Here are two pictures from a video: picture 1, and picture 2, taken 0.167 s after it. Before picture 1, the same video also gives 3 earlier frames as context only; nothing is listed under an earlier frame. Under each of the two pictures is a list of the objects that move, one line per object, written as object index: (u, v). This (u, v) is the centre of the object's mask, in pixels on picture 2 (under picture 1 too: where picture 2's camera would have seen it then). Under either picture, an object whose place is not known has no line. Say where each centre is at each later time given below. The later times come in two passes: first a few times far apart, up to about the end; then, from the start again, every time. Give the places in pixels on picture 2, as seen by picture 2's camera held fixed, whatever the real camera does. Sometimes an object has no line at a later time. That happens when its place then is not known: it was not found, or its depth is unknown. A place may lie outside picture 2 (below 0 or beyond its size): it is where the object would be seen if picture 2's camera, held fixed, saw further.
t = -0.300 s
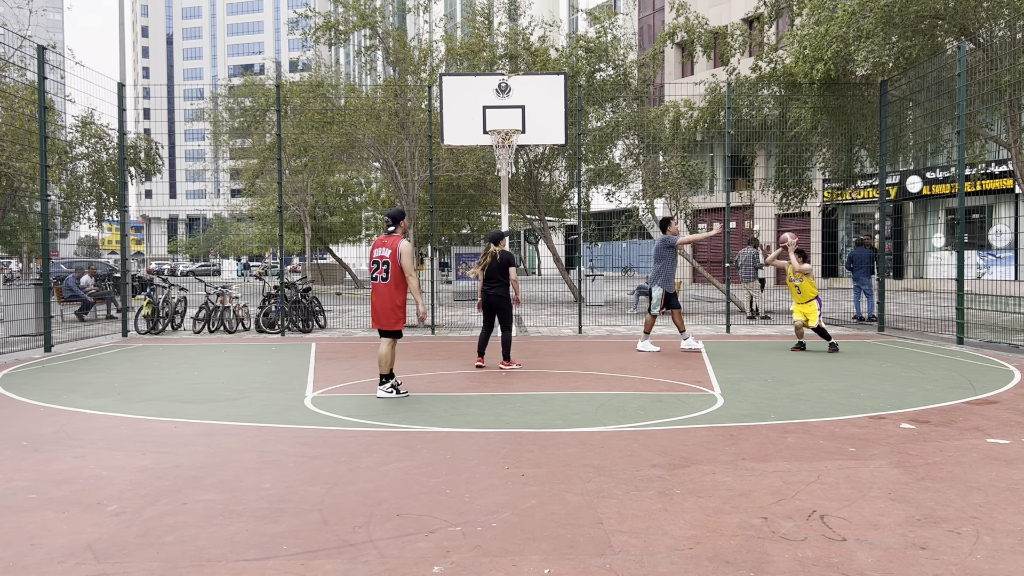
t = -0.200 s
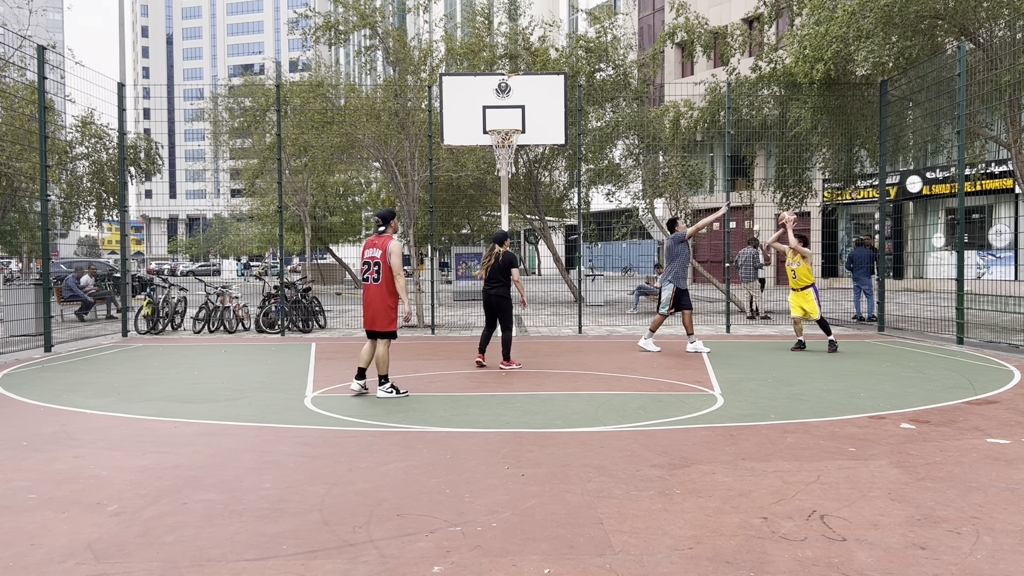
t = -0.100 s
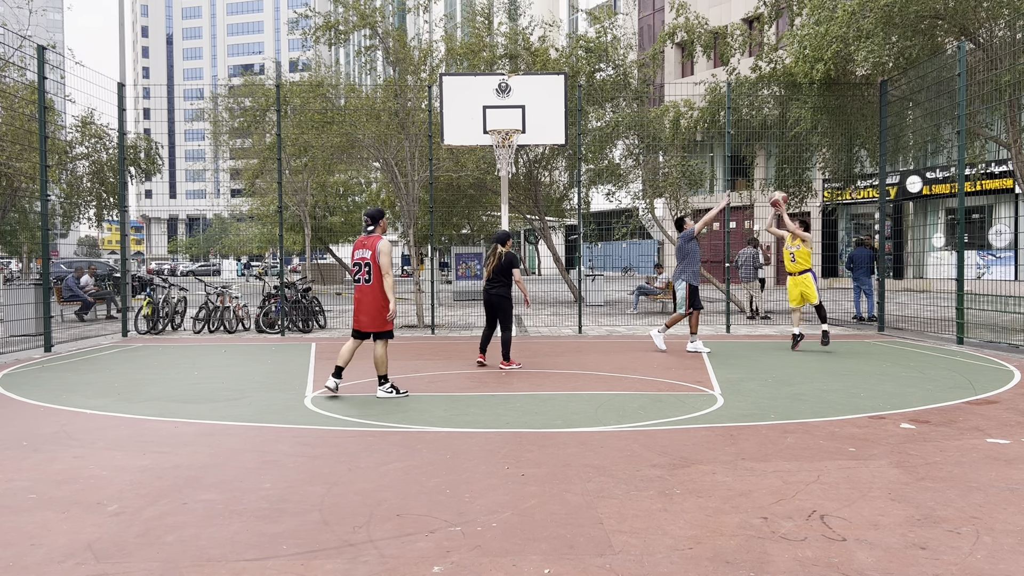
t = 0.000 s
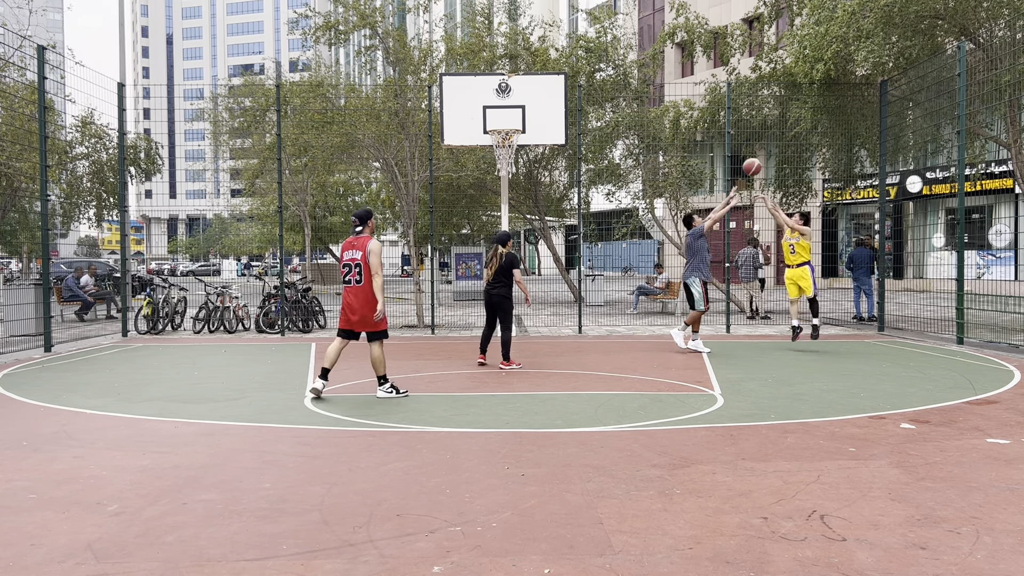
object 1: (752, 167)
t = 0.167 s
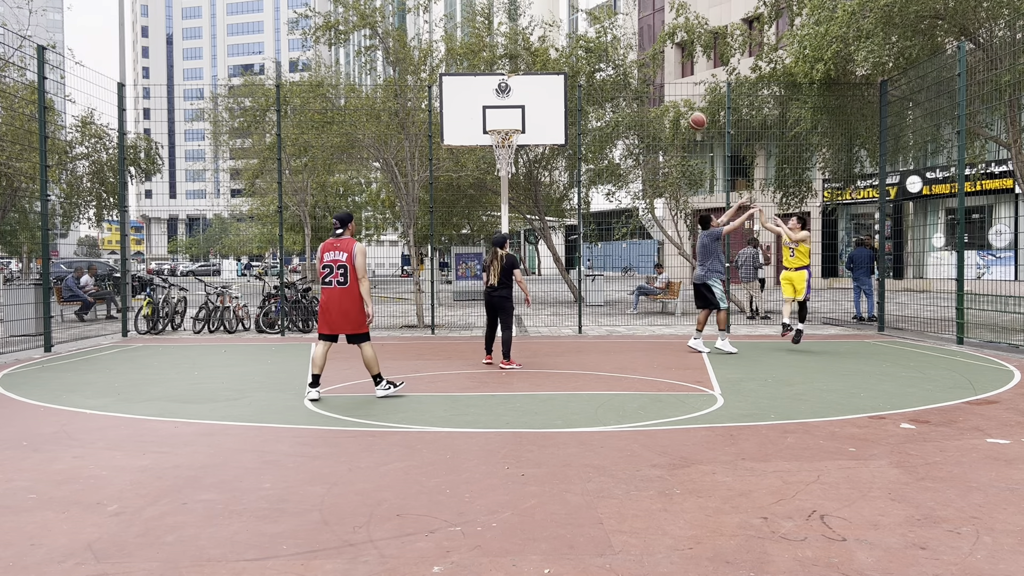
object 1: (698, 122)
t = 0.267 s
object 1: (666, 104)
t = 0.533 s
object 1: (582, 92)
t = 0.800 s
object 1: (502, 125)
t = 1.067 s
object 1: (511, 145)
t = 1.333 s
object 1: (512, 151)
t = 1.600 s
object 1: (499, 164)
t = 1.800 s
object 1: (498, 195)
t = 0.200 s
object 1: (687, 115)
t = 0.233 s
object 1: (677, 109)
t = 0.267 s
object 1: (666, 104)
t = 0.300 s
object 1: (656, 99)
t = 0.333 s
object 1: (645, 97)
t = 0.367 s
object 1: (635, 94)
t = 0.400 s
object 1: (624, 92)
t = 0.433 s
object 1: (614, 91)
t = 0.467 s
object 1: (603, 91)
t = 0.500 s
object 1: (593, 91)
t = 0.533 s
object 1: (582, 92)
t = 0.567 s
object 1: (572, 94)
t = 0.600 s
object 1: (562, 98)
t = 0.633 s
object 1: (552, 101)
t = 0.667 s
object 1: (541, 106)
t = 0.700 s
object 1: (531, 111)
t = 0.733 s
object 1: (521, 117)
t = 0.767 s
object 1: (511, 122)
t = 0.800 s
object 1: (502, 125)
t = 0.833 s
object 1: (499, 140)
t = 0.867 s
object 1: (498, 145)
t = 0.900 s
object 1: (499, 147)
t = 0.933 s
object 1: (501, 146)
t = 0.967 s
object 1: (503, 146)
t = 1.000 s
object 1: (506, 145)
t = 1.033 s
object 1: (508, 145)
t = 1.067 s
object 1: (511, 145)
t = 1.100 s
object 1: (512, 146)
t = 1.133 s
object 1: (513, 146)
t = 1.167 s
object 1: (514, 147)
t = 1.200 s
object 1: (514, 148)
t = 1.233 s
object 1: (514, 148)
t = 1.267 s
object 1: (513, 149)
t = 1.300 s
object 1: (511, 150)
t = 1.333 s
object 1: (512, 151)
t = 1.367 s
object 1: (506, 155)
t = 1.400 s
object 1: (503, 155)
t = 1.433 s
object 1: (501, 155)
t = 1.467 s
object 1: (501, 157)
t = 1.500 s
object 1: (500, 158)
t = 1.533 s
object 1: (498, 160)
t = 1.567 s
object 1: (498, 162)
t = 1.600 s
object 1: (499, 164)
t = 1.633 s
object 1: (497, 169)
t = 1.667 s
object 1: (497, 172)
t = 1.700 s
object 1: (498, 177)
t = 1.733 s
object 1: (498, 182)
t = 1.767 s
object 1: (498, 188)
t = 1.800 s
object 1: (498, 195)
